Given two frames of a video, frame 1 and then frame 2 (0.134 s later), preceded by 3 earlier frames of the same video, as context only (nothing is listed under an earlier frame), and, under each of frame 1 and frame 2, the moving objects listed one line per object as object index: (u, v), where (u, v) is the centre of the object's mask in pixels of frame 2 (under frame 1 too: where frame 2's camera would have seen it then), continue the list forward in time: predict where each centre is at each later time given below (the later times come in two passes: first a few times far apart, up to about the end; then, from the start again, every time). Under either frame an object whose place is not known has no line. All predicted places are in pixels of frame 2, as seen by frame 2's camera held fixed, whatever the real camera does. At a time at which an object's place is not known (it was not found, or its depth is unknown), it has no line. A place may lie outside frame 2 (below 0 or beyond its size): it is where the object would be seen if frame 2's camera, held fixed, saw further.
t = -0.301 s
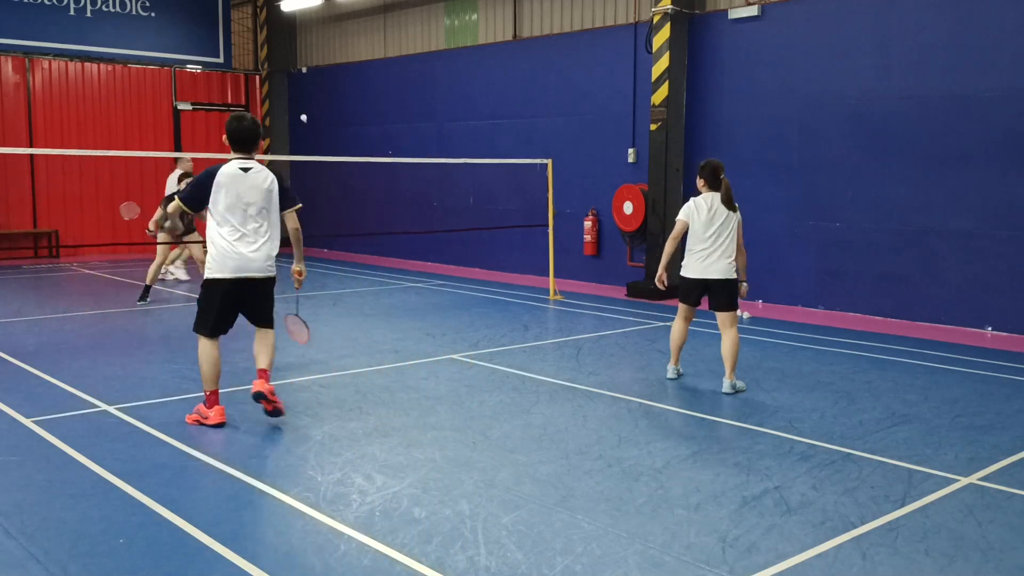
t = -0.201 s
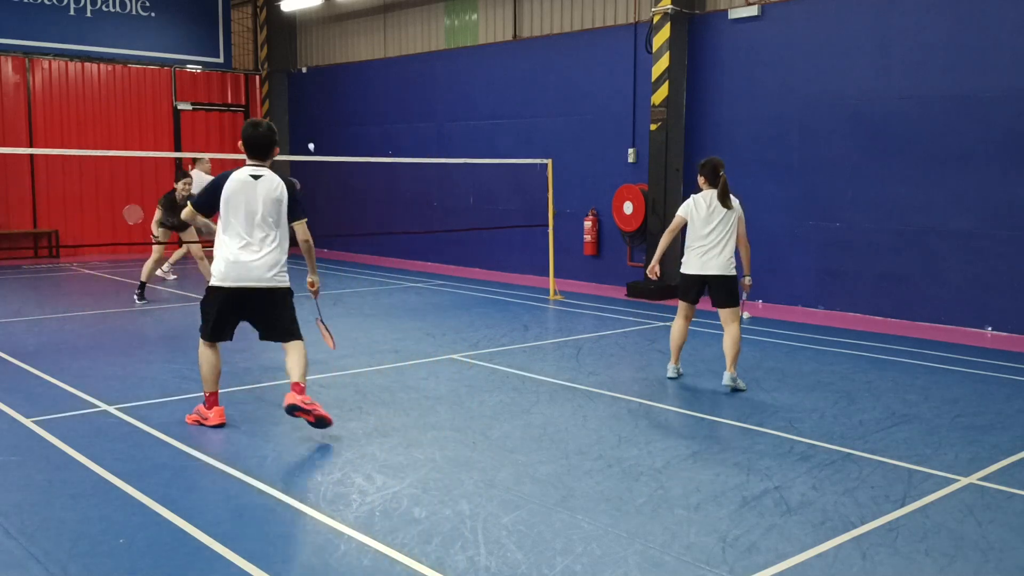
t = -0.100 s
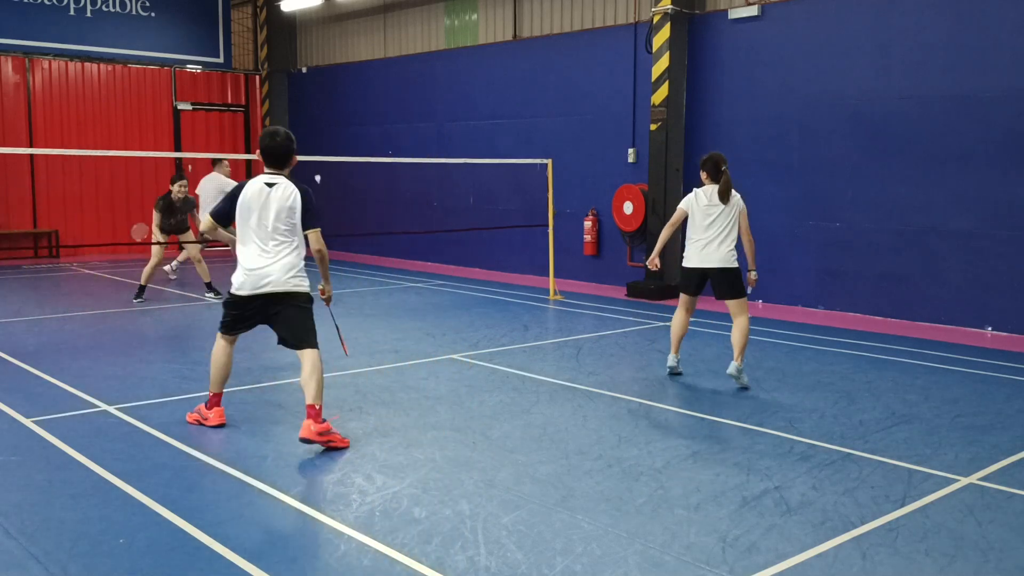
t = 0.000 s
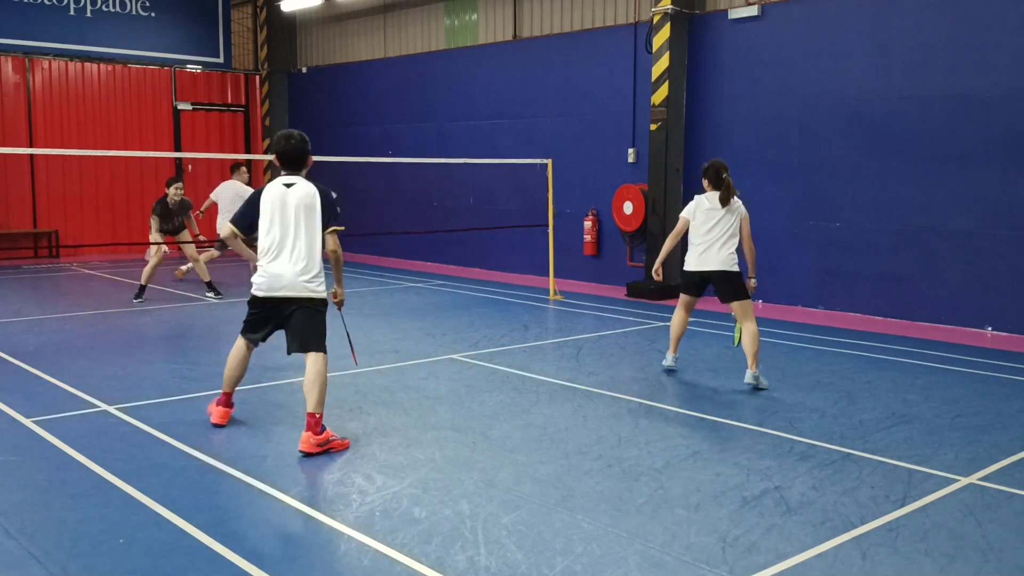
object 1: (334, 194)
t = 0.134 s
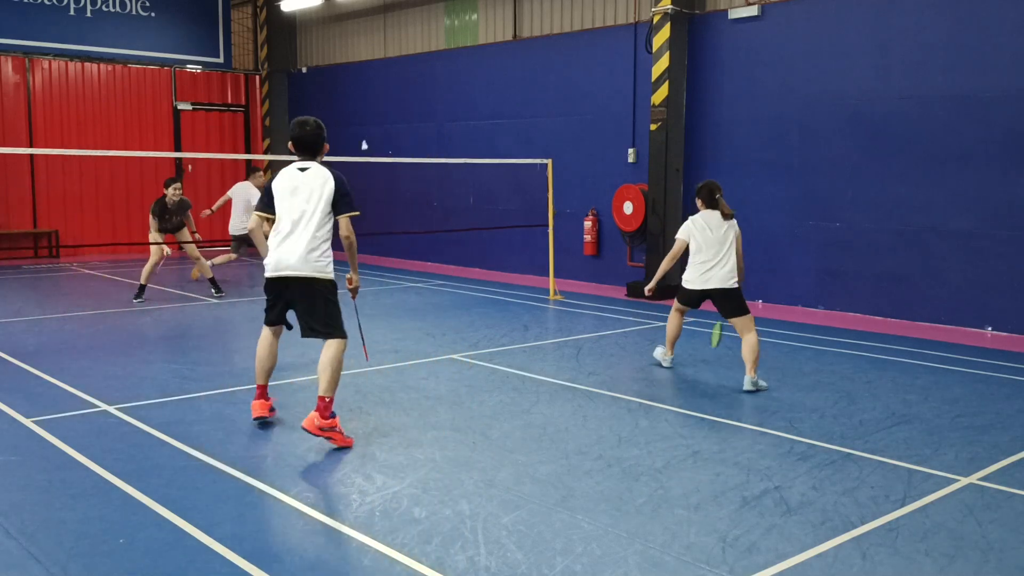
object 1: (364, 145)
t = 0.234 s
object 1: (382, 118)
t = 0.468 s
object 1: (419, 103)
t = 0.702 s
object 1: (455, 136)
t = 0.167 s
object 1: (369, 136)
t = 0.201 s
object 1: (375, 126)
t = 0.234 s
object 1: (382, 118)
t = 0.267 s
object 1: (387, 113)
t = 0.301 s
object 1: (392, 109)
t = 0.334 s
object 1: (397, 106)
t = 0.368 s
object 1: (402, 104)
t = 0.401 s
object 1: (408, 102)
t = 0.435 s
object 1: (414, 102)
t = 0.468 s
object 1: (419, 103)
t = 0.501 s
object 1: (425, 104)
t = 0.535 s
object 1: (430, 107)
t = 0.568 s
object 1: (435, 111)
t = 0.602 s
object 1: (441, 115)
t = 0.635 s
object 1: (446, 121)
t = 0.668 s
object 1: (451, 128)
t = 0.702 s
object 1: (455, 136)
